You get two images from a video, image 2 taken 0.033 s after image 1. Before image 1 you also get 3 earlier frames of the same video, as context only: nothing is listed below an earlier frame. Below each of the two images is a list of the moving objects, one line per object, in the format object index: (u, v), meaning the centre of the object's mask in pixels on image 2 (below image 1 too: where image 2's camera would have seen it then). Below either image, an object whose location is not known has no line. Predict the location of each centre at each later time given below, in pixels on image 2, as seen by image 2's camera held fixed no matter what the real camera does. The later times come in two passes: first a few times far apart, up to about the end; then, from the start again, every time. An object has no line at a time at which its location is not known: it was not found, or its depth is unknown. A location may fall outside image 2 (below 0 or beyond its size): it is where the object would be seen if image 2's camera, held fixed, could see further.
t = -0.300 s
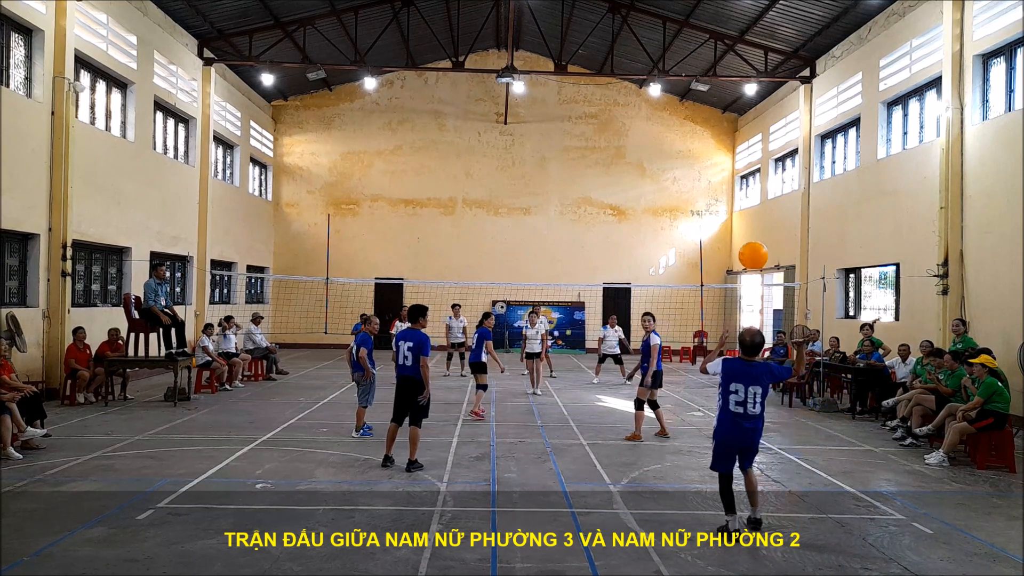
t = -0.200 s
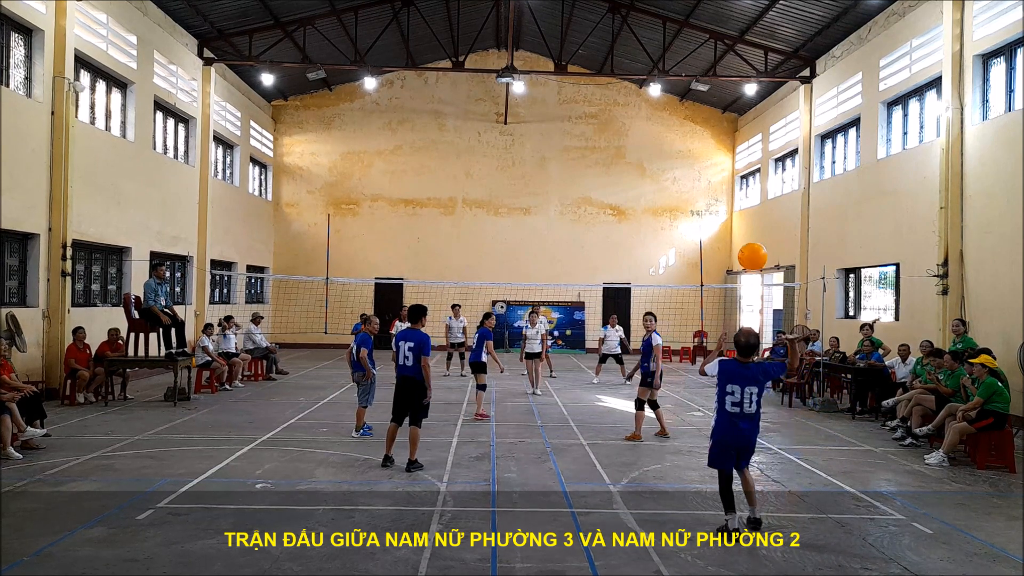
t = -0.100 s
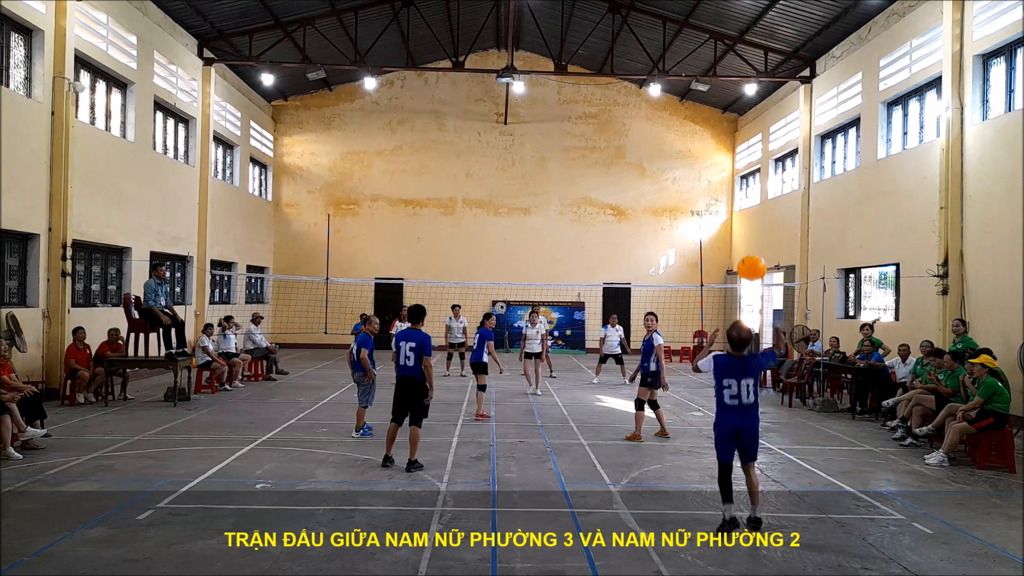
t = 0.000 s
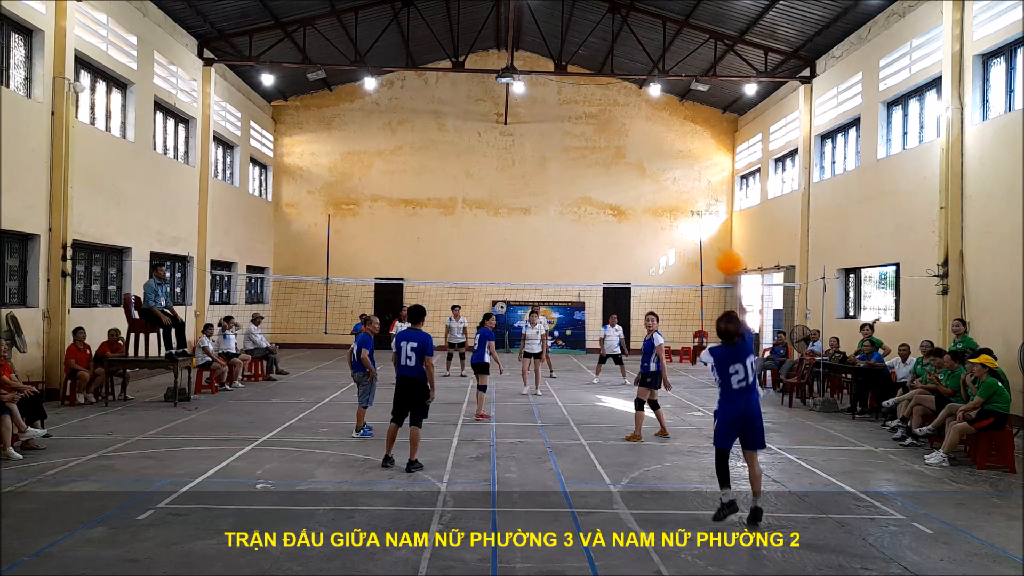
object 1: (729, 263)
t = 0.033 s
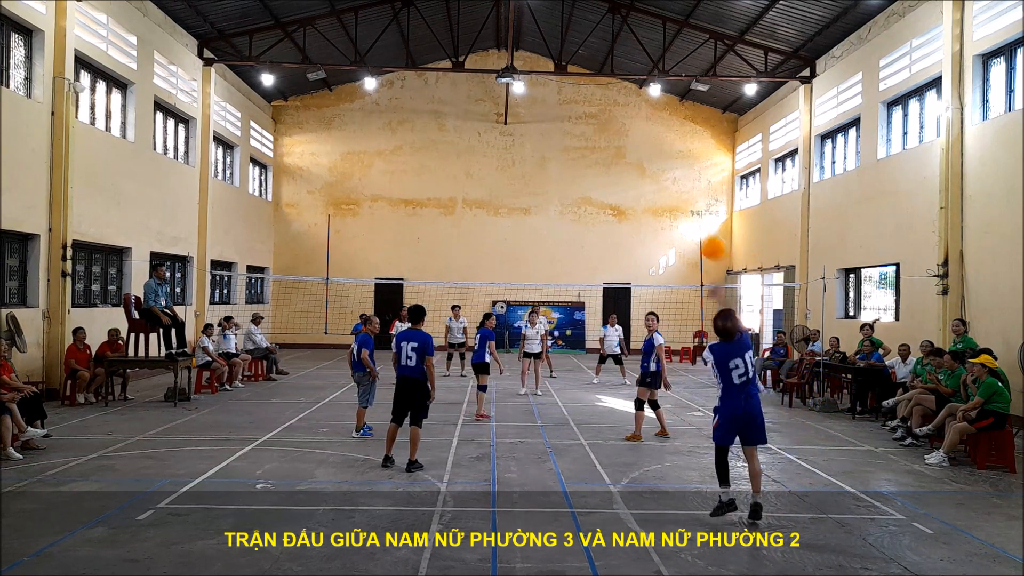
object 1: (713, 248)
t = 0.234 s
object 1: (636, 198)
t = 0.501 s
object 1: (581, 197)
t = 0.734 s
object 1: (550, 232)
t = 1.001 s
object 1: (526, 293)
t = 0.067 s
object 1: (697, 234)
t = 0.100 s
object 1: (682, 223)
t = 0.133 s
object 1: (669, 214)
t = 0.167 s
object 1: (656, 207)
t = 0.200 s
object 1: (646, 202)
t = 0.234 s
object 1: (636, 198)
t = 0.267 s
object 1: (627, 194)
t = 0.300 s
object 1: (620, 192)
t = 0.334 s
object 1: (612, 191)
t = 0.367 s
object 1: (605, 190)
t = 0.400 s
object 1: (598, 191)
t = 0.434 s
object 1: (592, 193)
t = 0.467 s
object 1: (587, 195)
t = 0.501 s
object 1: (581, 197)
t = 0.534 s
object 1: (576, 201)
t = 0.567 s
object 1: (571, 205)
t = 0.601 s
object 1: (566, 209)
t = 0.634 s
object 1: (562, 214)
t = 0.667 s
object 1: (558, 220)
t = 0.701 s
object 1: (554, 226)
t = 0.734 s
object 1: (550, 232)
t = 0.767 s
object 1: (547, 238)
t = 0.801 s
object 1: (543, 245)
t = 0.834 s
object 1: (540, 252)
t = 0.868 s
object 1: (537, 260)
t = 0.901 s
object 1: (534, 267)
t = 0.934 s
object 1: (531, 275)
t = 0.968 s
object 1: (529, 284)
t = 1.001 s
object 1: (526, 293)
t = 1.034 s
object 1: (524, 301)
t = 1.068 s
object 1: (521, 309)
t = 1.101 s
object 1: (519, 319)
